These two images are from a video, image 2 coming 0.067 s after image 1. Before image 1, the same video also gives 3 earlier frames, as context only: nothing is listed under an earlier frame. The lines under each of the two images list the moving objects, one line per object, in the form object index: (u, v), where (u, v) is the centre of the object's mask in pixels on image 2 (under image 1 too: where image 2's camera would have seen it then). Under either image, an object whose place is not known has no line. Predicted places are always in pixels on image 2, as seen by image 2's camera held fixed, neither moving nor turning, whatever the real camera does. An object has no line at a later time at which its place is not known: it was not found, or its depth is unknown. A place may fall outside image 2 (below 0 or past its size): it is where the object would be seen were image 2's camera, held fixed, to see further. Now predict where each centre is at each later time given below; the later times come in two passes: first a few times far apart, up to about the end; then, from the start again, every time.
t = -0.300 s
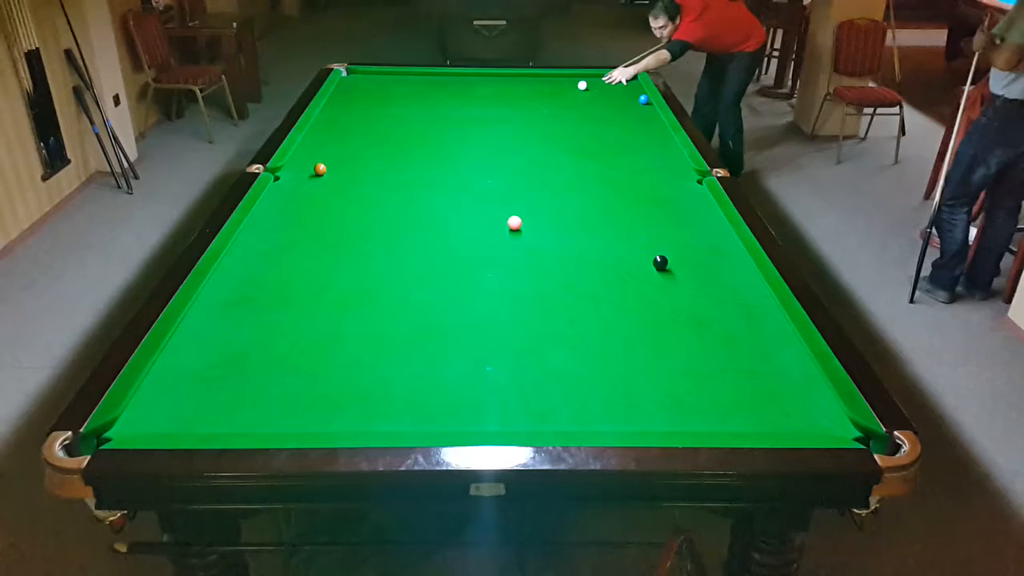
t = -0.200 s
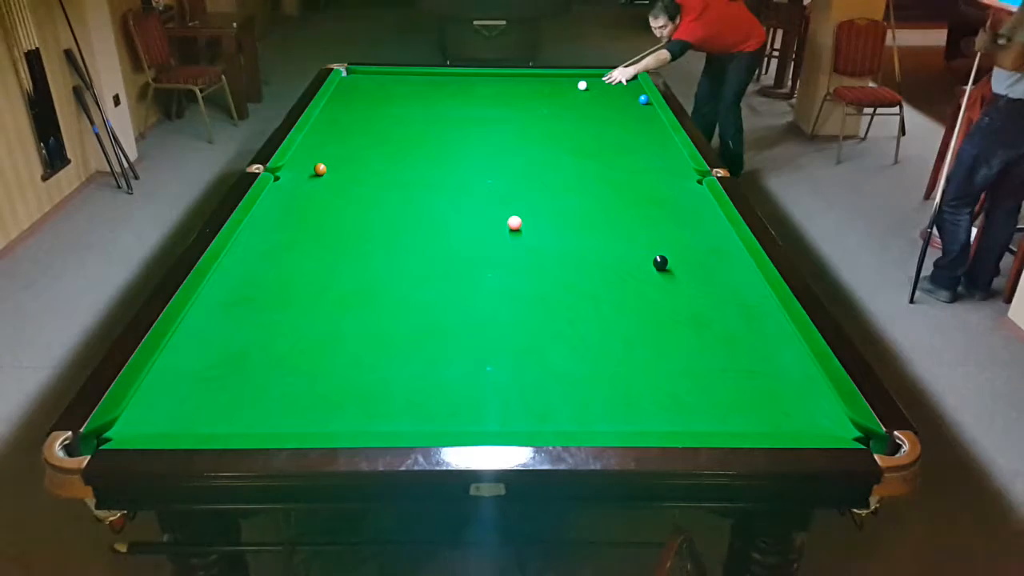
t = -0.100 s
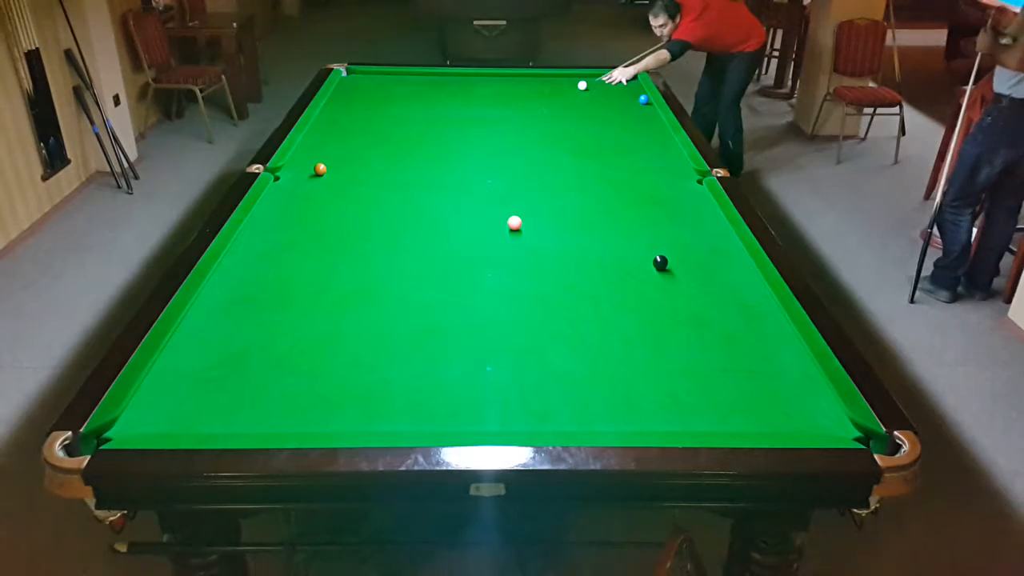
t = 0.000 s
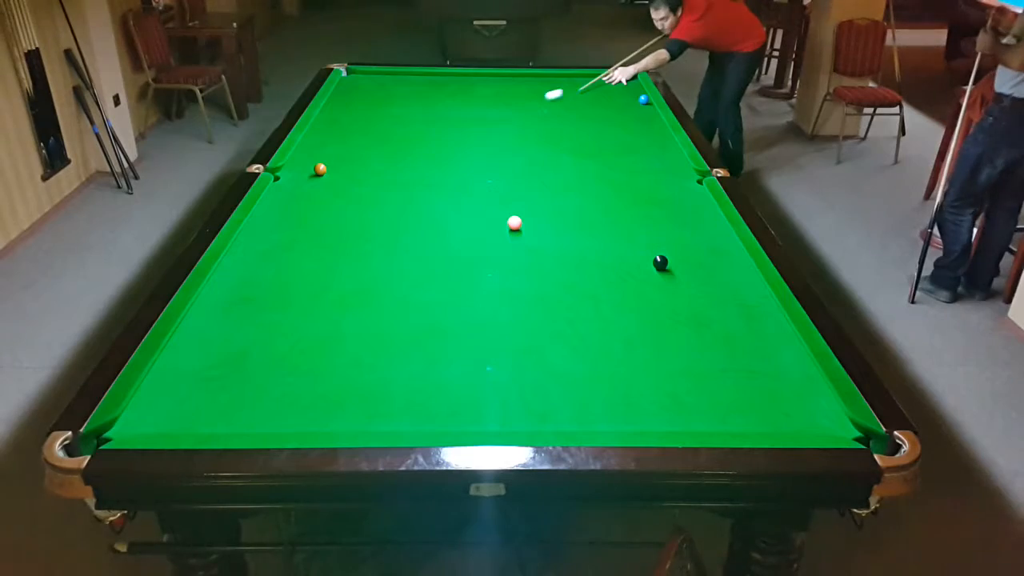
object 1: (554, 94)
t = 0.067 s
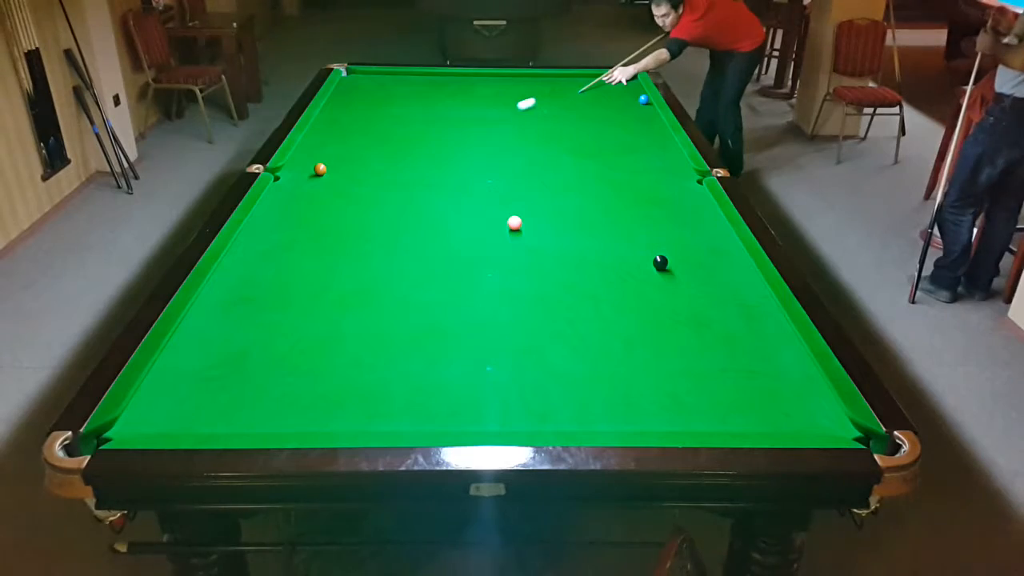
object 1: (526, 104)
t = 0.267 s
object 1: (438, 133)
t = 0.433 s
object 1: (361, 159)
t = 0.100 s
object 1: (512, 109)
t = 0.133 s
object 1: (497, 113)
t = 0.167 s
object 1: (483, 118)
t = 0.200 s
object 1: (468, 123)
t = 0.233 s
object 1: (453, 128)
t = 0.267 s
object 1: (438, 133)
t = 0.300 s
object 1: (423, 138)
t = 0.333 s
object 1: (408, 144)
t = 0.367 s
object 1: (393, 149)
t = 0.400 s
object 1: (377, 154)
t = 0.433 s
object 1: (361, 159)
